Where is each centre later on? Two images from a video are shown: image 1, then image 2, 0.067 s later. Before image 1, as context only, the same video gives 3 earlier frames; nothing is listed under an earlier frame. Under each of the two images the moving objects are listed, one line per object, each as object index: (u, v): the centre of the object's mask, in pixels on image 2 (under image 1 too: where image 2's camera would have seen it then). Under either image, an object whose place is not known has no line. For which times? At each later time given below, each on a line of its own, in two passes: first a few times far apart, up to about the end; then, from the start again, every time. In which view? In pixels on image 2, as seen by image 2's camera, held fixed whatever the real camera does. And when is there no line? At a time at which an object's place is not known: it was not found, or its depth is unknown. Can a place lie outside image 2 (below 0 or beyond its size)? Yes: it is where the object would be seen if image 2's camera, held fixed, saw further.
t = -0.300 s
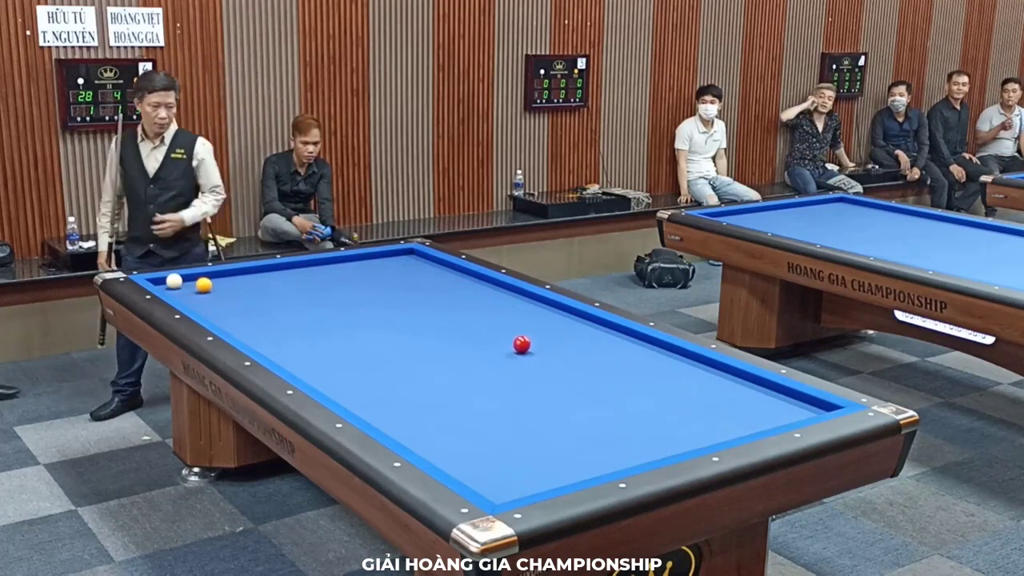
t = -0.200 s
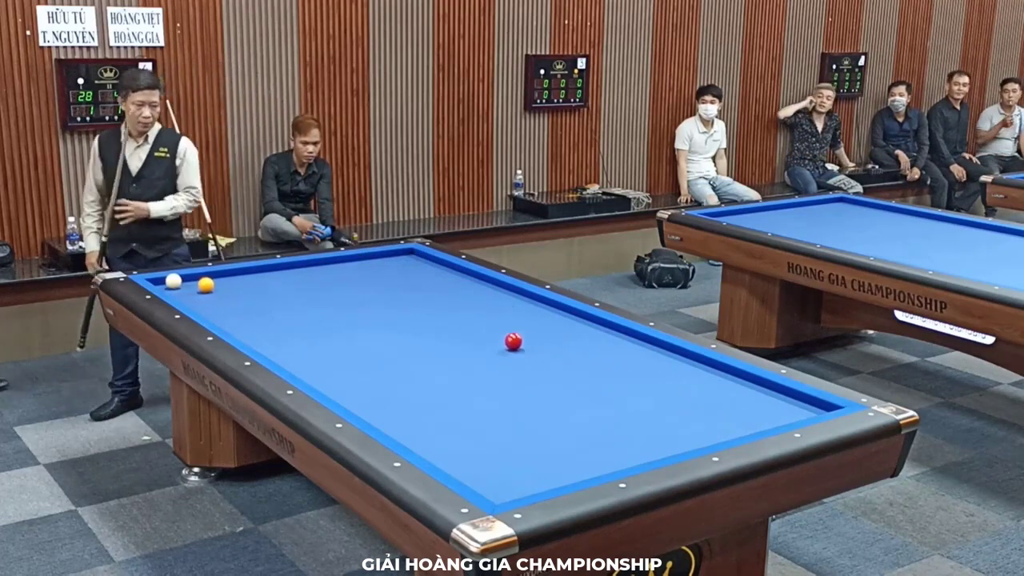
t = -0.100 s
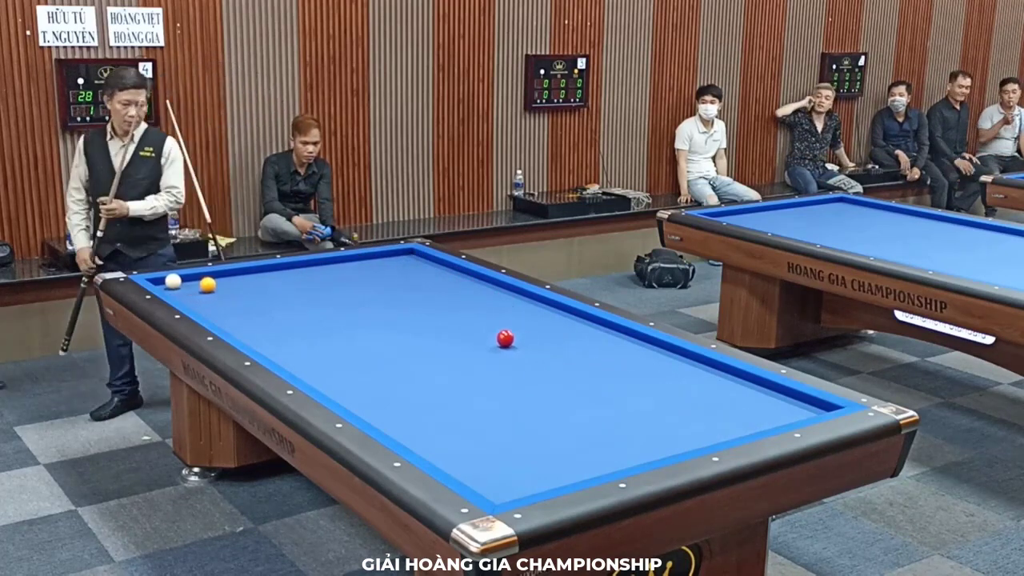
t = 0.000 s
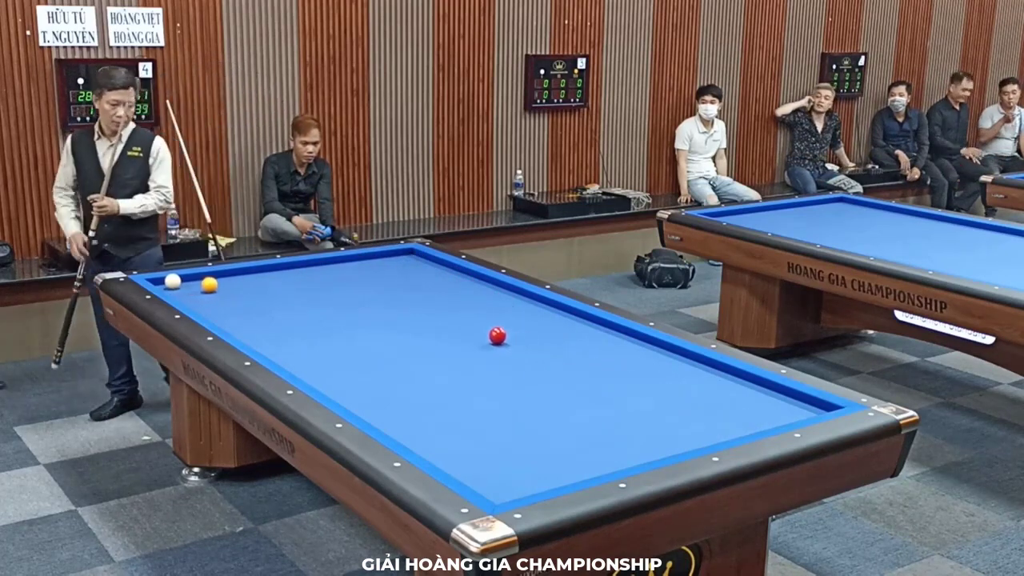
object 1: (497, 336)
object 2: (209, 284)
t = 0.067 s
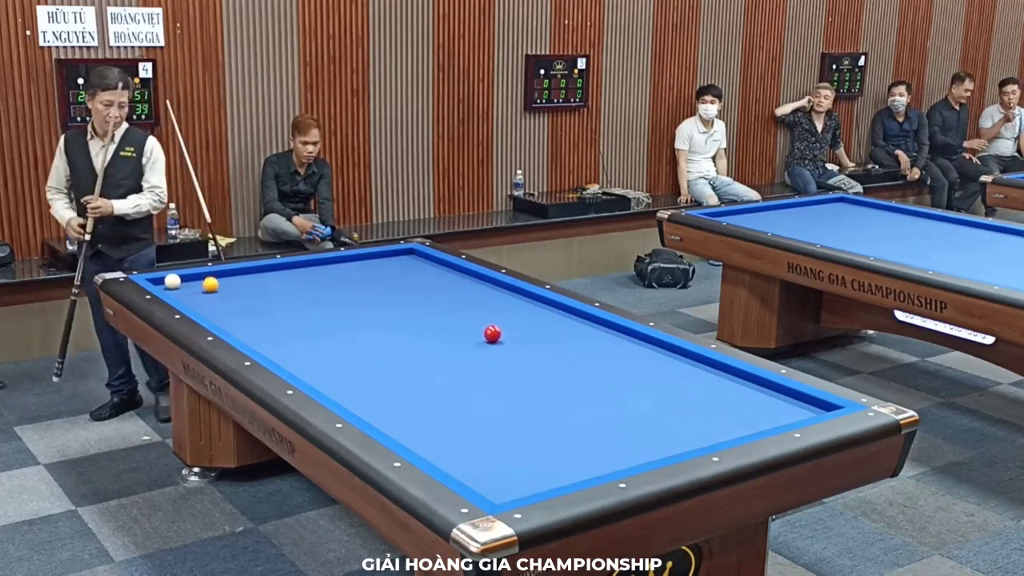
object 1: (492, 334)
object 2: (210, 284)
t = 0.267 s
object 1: (477, 329)
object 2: (213, 284)
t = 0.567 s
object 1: (456, 321)
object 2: (217, 284)
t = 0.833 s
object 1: (438, 316)
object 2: (220, 283)
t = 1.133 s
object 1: (420, 309)
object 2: (222, 283)
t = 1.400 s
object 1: (405, 304)
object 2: (223, 283)
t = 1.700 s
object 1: (389, 298)
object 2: (223, 283)
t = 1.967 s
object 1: (376, 294)
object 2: (223, 283)
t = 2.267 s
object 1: (362, 289)
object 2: (223, 283)
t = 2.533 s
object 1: (351, 285)
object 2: (223, 283)
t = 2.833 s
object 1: (339, 281)
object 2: (223, 283)
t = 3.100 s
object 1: (329, 278)
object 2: (223, 283)
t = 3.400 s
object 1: (319, 274)
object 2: (223, 283)
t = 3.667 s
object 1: (311, 271)
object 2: (223, 283)
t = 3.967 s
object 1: (302, 268)
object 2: (223, 283)
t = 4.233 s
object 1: (295, 265)
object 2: (223, 283)
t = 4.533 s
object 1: (294, 265)
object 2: (223, 283)
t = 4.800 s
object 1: (296, 267)
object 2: (223, 283)
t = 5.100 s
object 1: (298, 268)
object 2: (223, 283)
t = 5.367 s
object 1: (300, 269)
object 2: (223, 283)
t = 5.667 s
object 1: (302, 270)
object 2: (223, 283)
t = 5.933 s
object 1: (304, 271)
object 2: (223, 283)
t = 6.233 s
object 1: (306, 272)
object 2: (223, 283)
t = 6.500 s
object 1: (307, 272)
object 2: (223, 283)
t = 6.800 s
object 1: (308, 273)
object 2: (223, 283)
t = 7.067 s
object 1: (308, 273)
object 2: (223, 283)
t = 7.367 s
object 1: (308, 273)
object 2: (223, 283)
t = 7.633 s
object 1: (308, 273)
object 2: (223, 283)
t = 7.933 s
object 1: (308, 273)
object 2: (223, 283)
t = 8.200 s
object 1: (308, 273)
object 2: (223, 283)
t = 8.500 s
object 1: (308, 273)
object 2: (223, 283)
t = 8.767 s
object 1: (308, 273)
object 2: (223, 283)
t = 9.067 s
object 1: (308, 273)
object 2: (223, 283)
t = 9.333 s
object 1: (308, 273)
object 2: (223, 283)
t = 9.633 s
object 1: (309, 273)
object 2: (223, 283)
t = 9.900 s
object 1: (308, 273)
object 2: (223, 283)
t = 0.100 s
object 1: (489, 333)
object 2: (211, 284)
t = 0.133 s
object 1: (487, 332)
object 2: (211, 284)
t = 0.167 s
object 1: (484, 331)
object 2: (212, 284)
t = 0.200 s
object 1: (482, 330)
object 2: (212, 284)
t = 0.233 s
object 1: (479, 330)
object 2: (213, 284)
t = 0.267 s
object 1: (477, 329)
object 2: (213, 284)
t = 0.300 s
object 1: (475, 328)
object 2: (214, 284)
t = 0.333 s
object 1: (472, 327)
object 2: (214, 284)
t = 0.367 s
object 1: (470, 326)
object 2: (215, 284)
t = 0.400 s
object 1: (467, 326)
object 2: (215, 284)
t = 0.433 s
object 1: (465, 324)
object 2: (215, 284)
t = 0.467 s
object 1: (463, 324)
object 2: (216, 284)
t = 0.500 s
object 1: (460, 323)
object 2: (216, 284)
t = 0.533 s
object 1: (458, 322)
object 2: (217, 284)
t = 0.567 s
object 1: (456, 321)
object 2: (217, 284)
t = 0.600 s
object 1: (454, 321)
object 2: (217, 284)
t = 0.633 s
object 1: (451, 320)
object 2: (218, 284)
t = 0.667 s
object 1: (449, 319)
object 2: (218, 284)
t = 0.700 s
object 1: (447, 318)
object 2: (219, 284)
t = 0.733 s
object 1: (445, 318)
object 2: (219, 284)
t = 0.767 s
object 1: (443, 317)
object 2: (219, 284)
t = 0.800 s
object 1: (441, 316)
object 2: (219, 284)
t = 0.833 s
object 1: (438, 316)
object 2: (220, 283)
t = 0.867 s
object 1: (436, 315)
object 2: (220, 283)
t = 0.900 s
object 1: (434, 314)
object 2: (220, 283)
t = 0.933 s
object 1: (432, 313)
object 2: (221, 283)
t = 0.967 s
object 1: (430, 313)
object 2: (221, 283)
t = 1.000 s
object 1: (428, 312)
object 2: (221, 283)
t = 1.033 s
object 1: (426, 311)
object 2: (221, 283)
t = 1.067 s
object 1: (424, 310)
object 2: (221, 283)
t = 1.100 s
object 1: (422, 310)
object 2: (222, 283)
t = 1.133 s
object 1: (420, 309)
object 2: (222, 283)
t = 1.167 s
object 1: (418, 308)
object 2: (222, 283)
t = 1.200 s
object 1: (416, 308)
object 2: (222, 283)
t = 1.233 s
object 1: (414, 307)
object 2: (222, 283)
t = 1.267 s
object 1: (413, 306)
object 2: (222, 283)
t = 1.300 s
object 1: (410, 306)
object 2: (222, 283)
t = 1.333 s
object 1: (409, 305)
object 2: (222, 283)
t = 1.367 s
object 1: (407, 305)
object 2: (223, 283)
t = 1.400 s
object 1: (405, 304)
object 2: (223, 283)
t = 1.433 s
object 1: (403, 303)
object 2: (223, 283)
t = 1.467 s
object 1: (401, 303)
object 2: (223, 283)
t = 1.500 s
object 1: (400, 302)
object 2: (223, 283)
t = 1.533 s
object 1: (398, 301)
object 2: (223, 283)
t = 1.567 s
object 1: (396, 301)
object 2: (223, 283)
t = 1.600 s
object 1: (394, 300)
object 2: (223, 283)
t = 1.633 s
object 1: (393, 300)
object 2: (223, 283)
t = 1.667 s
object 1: (391, 299)
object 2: (223, 283)
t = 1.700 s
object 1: (389, 298)
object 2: (223, 283)
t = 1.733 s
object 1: (387, 298)
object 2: (223, 283)
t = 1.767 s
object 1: (386, 297)
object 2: (223, 283)
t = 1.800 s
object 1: (384, 297)
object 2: (223, 283)
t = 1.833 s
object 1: (383, 296)
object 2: (223, 283)
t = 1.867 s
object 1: (381, 295)
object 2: (223, 283)
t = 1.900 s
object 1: (379, 295)
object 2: (223, 283)
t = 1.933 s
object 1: (378, 294)
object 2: (223, 283)
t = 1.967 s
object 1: (376, 294)
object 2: (223, 283)
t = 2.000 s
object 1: (374, 293)
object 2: (223, 283)
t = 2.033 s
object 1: (373, 293)
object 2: (223, 283)
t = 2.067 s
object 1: (371, 292)
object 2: (223, 283)
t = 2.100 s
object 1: (370, 291)
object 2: (223, 283)
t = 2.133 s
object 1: (368, 291)
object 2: (223, 283)
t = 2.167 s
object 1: (367, 291)
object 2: (223, 283)
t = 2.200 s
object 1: (365, 290)
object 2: (223, 283)
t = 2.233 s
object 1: (364, 290)
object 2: (223, 283)
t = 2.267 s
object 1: (362, 289)
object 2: (223, 283)
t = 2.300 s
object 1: (361, 289)
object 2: (223, 283)
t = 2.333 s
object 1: (359, 288)
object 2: (223, 283)
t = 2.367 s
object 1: (358, 288)
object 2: (223, 283)
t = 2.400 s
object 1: (357, 287)
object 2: (223, 283)
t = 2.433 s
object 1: (355, 287)
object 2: (223, 283)
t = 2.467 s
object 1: (354, 286)
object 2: (223, 283)
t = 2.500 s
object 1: (352, 286)
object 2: (223, 283)
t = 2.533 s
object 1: (351, 285)
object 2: (223, 283)
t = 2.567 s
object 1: (350, 285)
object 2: (223, 283)
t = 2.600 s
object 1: (348, 284)
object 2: (223, 283)
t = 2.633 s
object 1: (347, 284)
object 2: (223, 283)
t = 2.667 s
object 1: (346, 283)
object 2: (223, 283)
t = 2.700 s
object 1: (344, 283)
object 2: (223, 283)
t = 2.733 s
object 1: (343, 282)
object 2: (223, 283)
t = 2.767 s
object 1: (342, 282)
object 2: (223, 283)
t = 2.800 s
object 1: (340, 281)
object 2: (223, 283)
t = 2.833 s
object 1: (339, 281)
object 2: (223, 283)
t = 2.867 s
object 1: (338, 281)
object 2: (223, 283)
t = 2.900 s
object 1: (337, 280)
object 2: (223, 283)
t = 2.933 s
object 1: (336, 280)
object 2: (223, 283)
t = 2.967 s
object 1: (334, 280)
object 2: (223, 283)
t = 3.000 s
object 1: (333, 279)
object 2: (223, 283)
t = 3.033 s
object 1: (332, 278)
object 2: (223, 283)
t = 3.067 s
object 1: (331, 278)
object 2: (223, 283)
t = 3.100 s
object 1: (329, 278)
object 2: (223, 283)
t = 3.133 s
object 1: (328, 277)
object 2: (223, 283)
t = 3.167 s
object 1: (327, 277)
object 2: (223, 283)
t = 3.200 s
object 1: (326, 276)
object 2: (223, 283)
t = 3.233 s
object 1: (325, 276)
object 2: (223, 283)
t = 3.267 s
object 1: (324, 276)
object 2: (223, 283)
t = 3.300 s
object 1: (322, 275)
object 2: (223, 283)
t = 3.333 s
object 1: (321, 275)
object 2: (223, 283)
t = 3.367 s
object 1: (320, 275)
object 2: (223, 283)
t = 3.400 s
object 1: (319, 274)
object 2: (223, 283)
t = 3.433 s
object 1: (318, 274)
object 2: (223, 283)
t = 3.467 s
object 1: (317, 274)
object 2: (223, 283)
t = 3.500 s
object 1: (316, 273)
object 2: (223, 283)
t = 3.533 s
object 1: (315, 272)
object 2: (223, 283)
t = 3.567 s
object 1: (314, 272)
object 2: (223, 283)
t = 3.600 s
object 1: (313, 272)
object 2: (223, 283)
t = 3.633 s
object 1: (312, 271)
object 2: (223, 283)
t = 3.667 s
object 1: (311, 271)
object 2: (223, 283)
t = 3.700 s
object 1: (310, 271)
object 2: (223, 283)
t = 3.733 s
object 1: (309, 270)
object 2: (223, 283)
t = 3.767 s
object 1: (308, 270)
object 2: (223, 283)
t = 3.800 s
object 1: (307, 270)
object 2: (223, 283)
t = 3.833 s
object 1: (306, 269)
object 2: (223, 283)
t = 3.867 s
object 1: (305, 269)
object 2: (223, 283)
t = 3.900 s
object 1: (304, 268)
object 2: (223, 283)
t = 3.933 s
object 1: (303, 268)
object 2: (223, 283)
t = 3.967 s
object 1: (302, 268)
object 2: (223, 283)
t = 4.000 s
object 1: (301, 268)
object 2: (223, 283)
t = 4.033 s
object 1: (300, 267)
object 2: (223, 283)
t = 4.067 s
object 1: (299, 267)
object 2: (223, 283)
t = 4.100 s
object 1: (298, 267)
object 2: (223, 283)
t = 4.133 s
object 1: (298, 266)
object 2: (223, 283)
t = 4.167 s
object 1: (297, 266)
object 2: (223, 283)
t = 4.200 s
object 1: (296, 266)
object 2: (223, 283)
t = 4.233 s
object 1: (295, 265)
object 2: (223, 283)
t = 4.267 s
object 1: (294, 265)
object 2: (223, 283)
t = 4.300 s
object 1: (293, 265)
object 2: (223, 283)
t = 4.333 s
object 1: (292, 265)
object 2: (223, 283)
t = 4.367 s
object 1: (293, 265)
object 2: (223, 283)
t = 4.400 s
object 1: (293, 265)
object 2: (223, 283)
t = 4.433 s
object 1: (293, 265)
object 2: (223, 283)
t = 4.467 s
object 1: (293, 265)
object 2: (223, 283)
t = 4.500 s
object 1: (294, 265)
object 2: (223, 283)
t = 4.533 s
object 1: (294, 265)
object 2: (223, 283)
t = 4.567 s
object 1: (294, 266)
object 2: (223, 283)
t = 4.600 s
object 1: (294, 266)
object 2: (223, 283)
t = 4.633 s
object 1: (295, 266)
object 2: (223, 283)
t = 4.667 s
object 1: (295, 266)
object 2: (223, 283)
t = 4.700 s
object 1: (295, 266)
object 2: (223, 283)
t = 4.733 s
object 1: (296, 266)
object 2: (223, 283)
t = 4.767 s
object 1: (296, 267)
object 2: (223, 283)
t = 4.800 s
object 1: (296, 267)
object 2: (223, 283)
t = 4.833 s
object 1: (296, 267)
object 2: (223, 283)
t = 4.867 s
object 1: (296, 267)
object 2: (223, 283)
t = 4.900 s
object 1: (297, 267)
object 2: (223, 283)
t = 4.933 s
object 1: (297, 268)
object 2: (223, 283)
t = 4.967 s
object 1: (297, 268)
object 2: (223, 283)
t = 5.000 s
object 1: (297, 268)
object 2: (223, 283)
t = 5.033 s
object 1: (298, 268)
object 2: (223, 283)
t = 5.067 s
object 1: (298, 268)
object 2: (223, 283)
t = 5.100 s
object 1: (298, 268)
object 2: (223, 283)
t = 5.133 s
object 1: (298, 268)
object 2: (223, 283)
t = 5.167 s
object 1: (299, 269)
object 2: (223, 283)
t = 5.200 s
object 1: (299, 268)
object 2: (223, 283)
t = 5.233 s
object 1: (299, 269)
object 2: (223, 283)
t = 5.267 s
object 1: (299, 269)
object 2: (223, 283)
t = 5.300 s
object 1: (300, 269)
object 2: (223, 283)
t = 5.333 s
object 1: (300, 269)
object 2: (223, 283)
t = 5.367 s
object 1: (300, 269)
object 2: (223, 283)
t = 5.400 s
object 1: (300, 269)
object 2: (223, 283)
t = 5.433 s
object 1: (301, 269)
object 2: (223, 283)
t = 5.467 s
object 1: (301, 270)
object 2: (223, 283)
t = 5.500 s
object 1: (301, 270)
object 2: (223, 283)
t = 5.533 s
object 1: (301, 270)
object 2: (223, 283)
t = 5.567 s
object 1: (302, 270)
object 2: (223, 283)
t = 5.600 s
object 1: (302, 270)
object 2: (223, 283)
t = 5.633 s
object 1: (302, 270)
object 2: (223, 283)
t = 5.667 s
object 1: (302, 270)
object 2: (223, 283)
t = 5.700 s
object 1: (303, 270)
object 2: (223, 283)
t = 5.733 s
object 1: (303, 271)
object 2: (223, 283)
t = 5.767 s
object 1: (303, 271)
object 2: (223, 283)
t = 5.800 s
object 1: (303, 271)
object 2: (223, 283)
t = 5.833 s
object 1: (303, 271)
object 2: (223, 283)
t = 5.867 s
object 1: (304, 271)
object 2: (223, 283)
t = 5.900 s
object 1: (304, 271)
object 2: (223, 283)
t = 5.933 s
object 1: (304, 271)
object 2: (223, 283)
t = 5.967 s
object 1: (304, 271)
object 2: (223, 283)
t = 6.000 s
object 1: (304, 272)
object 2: (223, 283)
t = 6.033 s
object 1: (304, 272)
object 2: (223, 283)
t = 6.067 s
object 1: (305, 272)
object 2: (223, 283)
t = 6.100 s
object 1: (305, 272)
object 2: (223, 283)
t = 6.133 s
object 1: (305, 272)
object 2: (223, 283)
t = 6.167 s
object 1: (305, 272)
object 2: (223, 283)
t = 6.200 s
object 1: (305, 272)
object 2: (223, 283)
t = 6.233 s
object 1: (306, 272)
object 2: (223, 283)
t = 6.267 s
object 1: (306, 272)
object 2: (223, 283)
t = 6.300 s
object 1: (306, 272)
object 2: (223, 283)
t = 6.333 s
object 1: (306, 272)
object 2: (223, 283)
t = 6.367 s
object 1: (306, 272)
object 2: (223, 283)
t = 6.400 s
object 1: (306, 272)
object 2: (223, 283)
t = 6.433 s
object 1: (307, 272)
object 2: (223, 283)
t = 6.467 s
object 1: (307, 272)
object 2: (223, 283)
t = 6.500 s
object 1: (307, 272)
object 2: (223, 283)
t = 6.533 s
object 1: (307, 272)
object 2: (223, 283)
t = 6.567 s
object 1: (307, 272)
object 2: (223, 283)
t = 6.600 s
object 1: (307, 272)
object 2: (223, 283)
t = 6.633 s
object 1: (307, 272)
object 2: (223, 283)
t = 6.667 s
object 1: (307, 272)
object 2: (223, 283)
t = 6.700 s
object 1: (308, 272)
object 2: (223, 283)
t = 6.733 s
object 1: (308, 273)
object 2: (223, 283)
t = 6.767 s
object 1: (308, 273)
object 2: (223, 283)
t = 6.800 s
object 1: (308, 273)
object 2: (223, 283)
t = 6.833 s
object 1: (308, 273)
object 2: (223, 283)
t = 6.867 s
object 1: (308, 273)
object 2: (223, 283)
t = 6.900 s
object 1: (308, 273)
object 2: (223, 283)
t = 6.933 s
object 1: (308, 273)
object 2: (223, 283)
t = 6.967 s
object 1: (308, 273)
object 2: (223, 283)
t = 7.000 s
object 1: (308, 273)
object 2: (223, 283)
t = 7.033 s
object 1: (308, 273)
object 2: (223, 283)
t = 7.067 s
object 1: (308, 273)
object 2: (223, 283)
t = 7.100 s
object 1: (308, 273)
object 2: (223, 283)
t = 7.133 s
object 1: (308, 273)
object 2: (223, 283)
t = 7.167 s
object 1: (308, 273)
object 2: (223, 283)
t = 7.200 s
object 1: (308, 273)
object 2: (223, 283)
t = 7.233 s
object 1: (308, 273)
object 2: (223, 283)
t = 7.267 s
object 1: (308, 273)
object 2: (223, 283)
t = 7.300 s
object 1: (308, 273)
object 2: (223, 283)
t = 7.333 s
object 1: (308, 273)
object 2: (223, 283)
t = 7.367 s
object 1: (308, 273)
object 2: (223, 283)
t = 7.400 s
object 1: (308, 273)
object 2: (223, 283)
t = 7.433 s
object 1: (308, 273)
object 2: (223, 283)
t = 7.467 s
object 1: (308, 273)
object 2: (223, 283)
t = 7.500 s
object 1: (308, 273)
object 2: (223, 283)
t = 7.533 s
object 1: (308, 273)
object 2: (223, 283)
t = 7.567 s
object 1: (308, 273)
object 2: (223, 283)
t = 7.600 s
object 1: (308, 273)
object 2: (223, 283)
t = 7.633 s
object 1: (308, 273)
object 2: (223, 283)
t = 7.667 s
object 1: (308, 273)
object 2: (223, 283)
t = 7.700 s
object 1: (308, 273)
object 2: (223, 283)
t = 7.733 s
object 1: (308, 273)
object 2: (223, 283)
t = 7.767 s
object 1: (308, 273)
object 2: (223, 283)
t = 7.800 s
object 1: (308, 273)
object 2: (223, 283)
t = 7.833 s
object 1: (308, 273)
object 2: (223, 283)
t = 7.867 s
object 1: (308, 273)
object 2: (223, 283)
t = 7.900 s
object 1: (308, 273)
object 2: (223, 283)
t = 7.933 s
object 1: (308, 273)
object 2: (223, 283)
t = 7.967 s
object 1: (308, 273)
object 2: (223, 283)
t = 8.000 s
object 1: (308, 273)
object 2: (223, 283)
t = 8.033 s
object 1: (308, 273)
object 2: (223, 283)
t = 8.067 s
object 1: (308, 273)
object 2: (223, 283)
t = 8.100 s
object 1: (308, 273)
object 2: (223, 283)
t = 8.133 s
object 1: (308, 273)
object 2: (223, 283)
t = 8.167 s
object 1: (308, 273)
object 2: (223, 283)
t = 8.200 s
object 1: (308, 273)
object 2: (223, 283)
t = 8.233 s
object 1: (308, 273)
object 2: (223, 283)
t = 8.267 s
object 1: (308, 273)
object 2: (223, 283)
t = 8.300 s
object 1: (308, 273)
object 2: (223, 283)
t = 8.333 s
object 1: (308, 273)
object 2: (223, 283)
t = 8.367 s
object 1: (308, 273)
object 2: (223, 283)
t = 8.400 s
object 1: (308, 273)
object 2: (223, 283)
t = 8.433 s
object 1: (308, 273)
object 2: (223, 283)
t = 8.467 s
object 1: (308, 273)
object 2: (223, 283)
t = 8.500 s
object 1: (308, 273)
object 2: (223, 283)
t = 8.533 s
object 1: (308, 273)
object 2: (223, 283)
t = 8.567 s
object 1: (308, 273)
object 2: (223, 283)
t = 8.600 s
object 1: (308, 273)
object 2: (223, 283)
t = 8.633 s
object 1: (308, 273)
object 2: (223, 283)
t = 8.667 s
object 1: (308, 273)
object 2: (223, 283)
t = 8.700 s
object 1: (308, 273)
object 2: (223, 283)
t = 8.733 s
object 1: (308, 273)
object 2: (223, 283)
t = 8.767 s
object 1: (308, 273)
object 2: (223, 283)
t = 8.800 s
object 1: (308, 273)
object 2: (223, 283)
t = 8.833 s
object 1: (308, 273)
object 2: (223, 283)
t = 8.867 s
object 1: (308, 273)
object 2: (223, 283)
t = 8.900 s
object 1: (308, 273)
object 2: (223, 283)
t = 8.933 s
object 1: (308, 273)
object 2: (223, 283)
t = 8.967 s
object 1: (308, 273)
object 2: (223, 283)
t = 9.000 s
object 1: (308, 273)
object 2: (223, 283)
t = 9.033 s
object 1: (308, 273)
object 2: (223, 283)
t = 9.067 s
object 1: (308, 273)
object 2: (223, 283)
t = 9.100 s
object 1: (308, 273)
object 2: (223, 283)
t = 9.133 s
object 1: (308, 273)
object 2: (223, 283)
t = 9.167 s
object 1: (308, 273)
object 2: (223, 283)
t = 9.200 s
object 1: (308, 273)
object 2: (223, 283)
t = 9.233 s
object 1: (308, 273)
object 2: (223, 283)
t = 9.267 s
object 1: (308, 273)
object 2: (223, 283)
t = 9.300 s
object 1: (308, 273)
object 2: (223, 283)
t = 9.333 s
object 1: (308, 273)
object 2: (223, 283)
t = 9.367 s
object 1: (308, 273)
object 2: (223, 283)
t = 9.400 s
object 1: (308, 273)
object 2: (223, 283)
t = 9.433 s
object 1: (308, 273)
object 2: (223, 283)
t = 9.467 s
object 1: (308, 273)
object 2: (223, 283)
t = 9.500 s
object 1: (308, 273)
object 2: (223, 283)
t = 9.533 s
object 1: (308, 273)
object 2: (223, 283)
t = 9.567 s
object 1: (309, 273)
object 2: (223, 283)
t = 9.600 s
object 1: (308, 273)
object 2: (223, 283)
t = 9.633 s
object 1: (309, 273)
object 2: (223, 283)
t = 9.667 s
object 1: (308, 273)
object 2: (223, 283)
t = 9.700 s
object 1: (308, 273)
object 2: (223, 283)
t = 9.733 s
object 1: (309, 273)
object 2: (223, 283)
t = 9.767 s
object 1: (309, 273)
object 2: (223, 283)
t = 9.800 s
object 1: (309, 273)
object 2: (223, 283)
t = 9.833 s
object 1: (309, 273)
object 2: (223, 283)
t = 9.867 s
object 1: (309, 273)
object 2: (223, 283)
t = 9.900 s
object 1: (308, 273)
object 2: (223, 283)
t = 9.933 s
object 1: (308, 273)
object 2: (223, 283)
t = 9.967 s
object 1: (309, 273)
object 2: (223, 283)
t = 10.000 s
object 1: (308, 273)
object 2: (223, 283)
